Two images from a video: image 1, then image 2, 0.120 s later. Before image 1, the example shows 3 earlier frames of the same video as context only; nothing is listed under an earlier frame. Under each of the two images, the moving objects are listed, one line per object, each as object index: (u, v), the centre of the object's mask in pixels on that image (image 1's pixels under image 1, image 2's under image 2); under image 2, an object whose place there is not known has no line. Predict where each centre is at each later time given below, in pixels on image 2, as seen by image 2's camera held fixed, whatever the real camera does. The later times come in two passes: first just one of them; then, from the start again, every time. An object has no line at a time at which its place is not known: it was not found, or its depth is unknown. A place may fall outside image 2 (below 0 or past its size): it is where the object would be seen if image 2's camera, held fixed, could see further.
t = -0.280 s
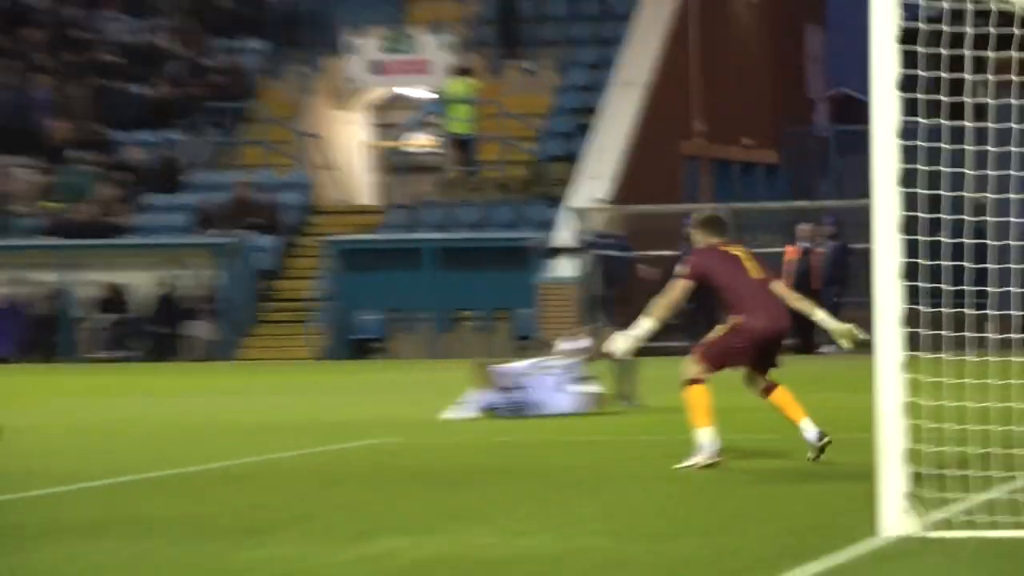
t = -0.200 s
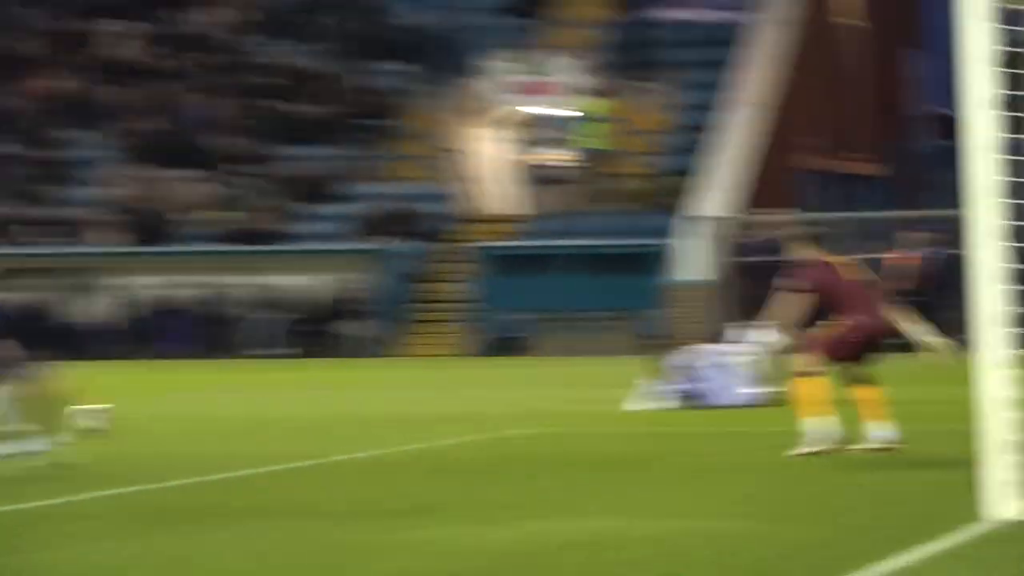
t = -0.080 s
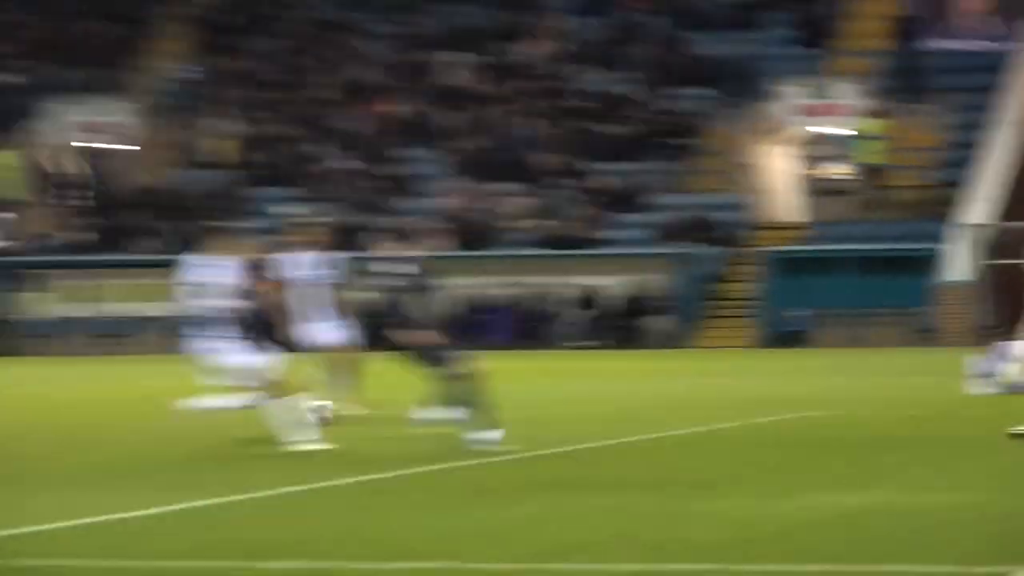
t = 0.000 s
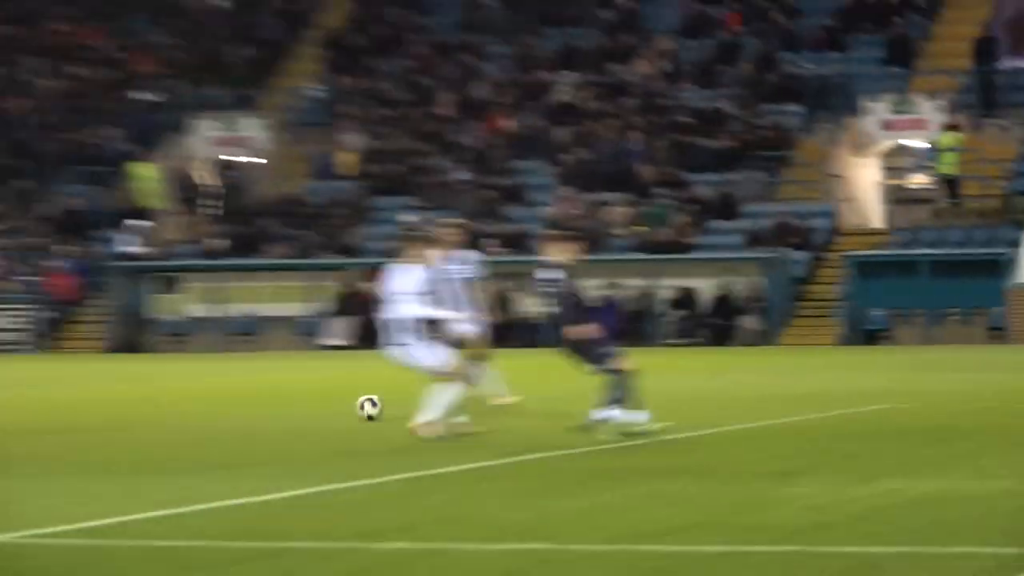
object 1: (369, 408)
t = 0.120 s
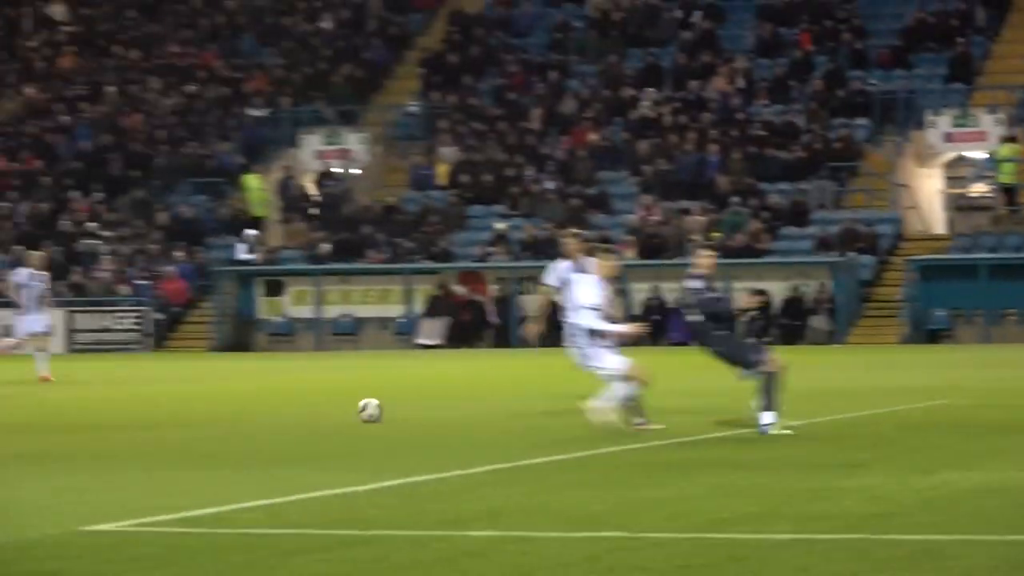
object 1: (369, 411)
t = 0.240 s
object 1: (278, 417)
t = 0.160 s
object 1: (340, 411)
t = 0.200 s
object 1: (309, 413)
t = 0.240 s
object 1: (278, 417)
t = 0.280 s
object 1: (245, 423)
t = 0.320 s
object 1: (215, 423)
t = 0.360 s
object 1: (184, 424)
